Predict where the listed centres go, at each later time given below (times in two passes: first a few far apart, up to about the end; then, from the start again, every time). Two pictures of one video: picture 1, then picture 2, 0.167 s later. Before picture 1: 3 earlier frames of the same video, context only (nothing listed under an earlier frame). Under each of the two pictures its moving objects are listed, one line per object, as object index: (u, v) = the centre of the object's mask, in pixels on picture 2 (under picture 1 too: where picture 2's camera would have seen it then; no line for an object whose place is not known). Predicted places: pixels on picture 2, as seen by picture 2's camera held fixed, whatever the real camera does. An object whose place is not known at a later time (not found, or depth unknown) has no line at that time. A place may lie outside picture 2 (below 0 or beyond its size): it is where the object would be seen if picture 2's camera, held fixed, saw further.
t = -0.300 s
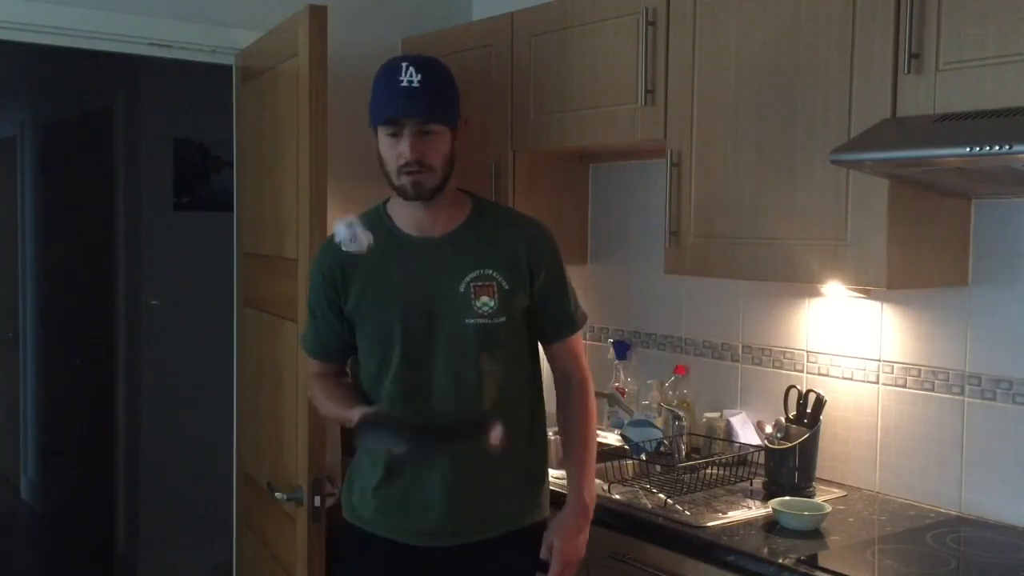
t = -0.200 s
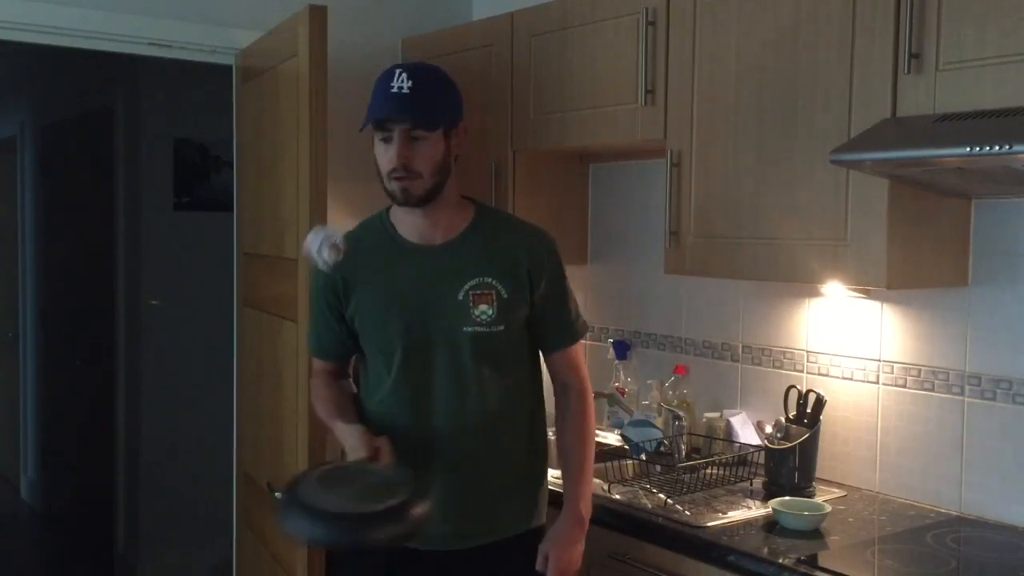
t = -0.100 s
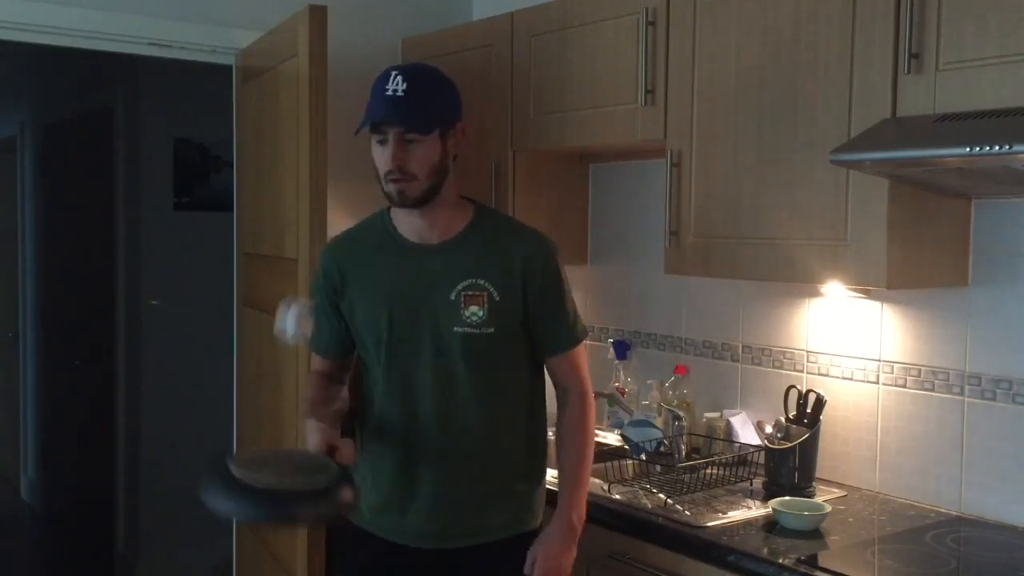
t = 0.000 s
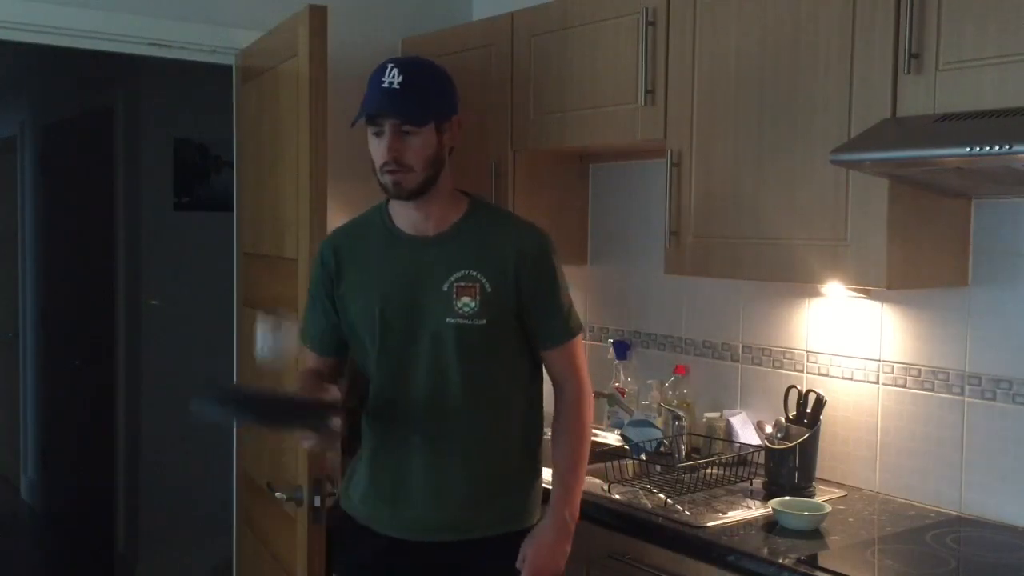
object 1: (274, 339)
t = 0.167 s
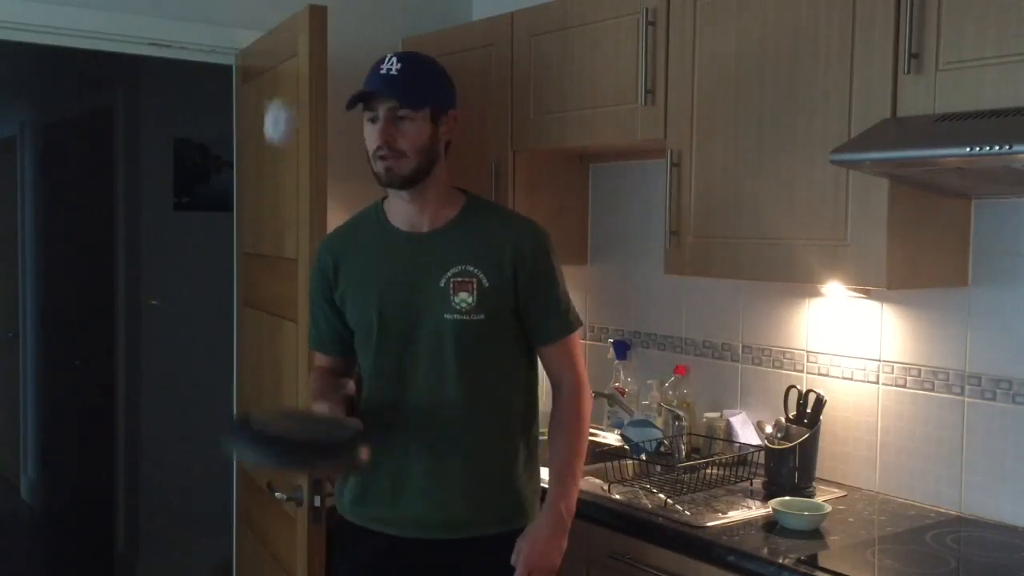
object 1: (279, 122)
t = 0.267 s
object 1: (281, 79)
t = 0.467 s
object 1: (286, 175)
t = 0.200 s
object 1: (279, 100)
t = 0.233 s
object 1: (281, 86)
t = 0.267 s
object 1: (281, 79)
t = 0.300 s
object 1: (282, 77)
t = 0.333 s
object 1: (283, 83)
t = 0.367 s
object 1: (284, 95)
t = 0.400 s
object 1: (284, 115)
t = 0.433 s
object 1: (285, 142)
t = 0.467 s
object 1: (286, 175)
